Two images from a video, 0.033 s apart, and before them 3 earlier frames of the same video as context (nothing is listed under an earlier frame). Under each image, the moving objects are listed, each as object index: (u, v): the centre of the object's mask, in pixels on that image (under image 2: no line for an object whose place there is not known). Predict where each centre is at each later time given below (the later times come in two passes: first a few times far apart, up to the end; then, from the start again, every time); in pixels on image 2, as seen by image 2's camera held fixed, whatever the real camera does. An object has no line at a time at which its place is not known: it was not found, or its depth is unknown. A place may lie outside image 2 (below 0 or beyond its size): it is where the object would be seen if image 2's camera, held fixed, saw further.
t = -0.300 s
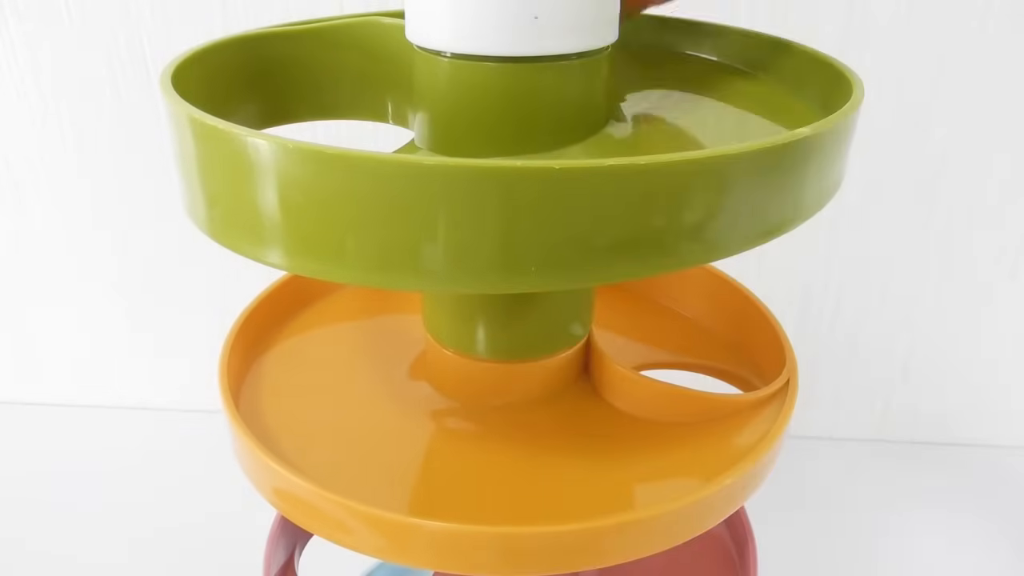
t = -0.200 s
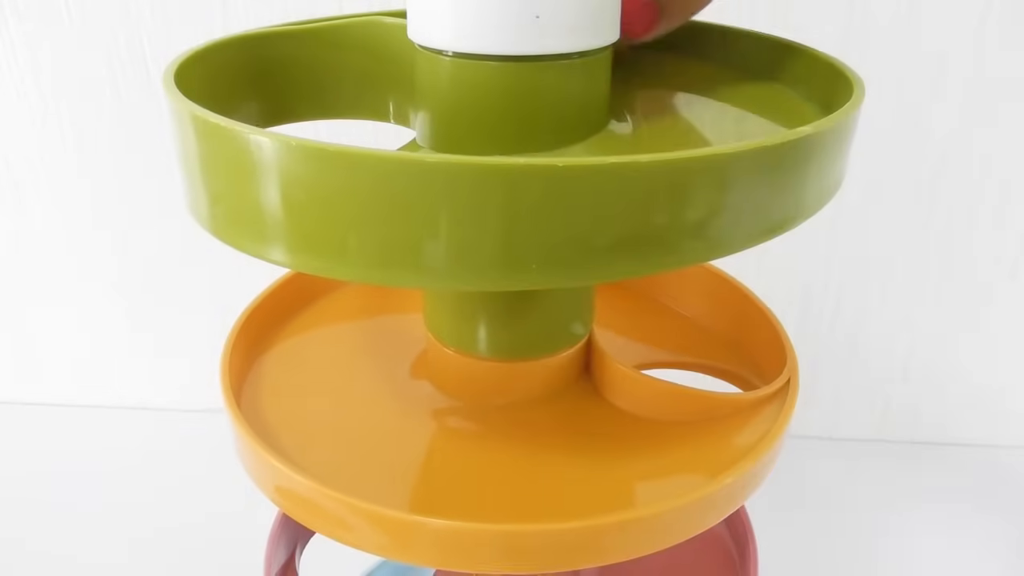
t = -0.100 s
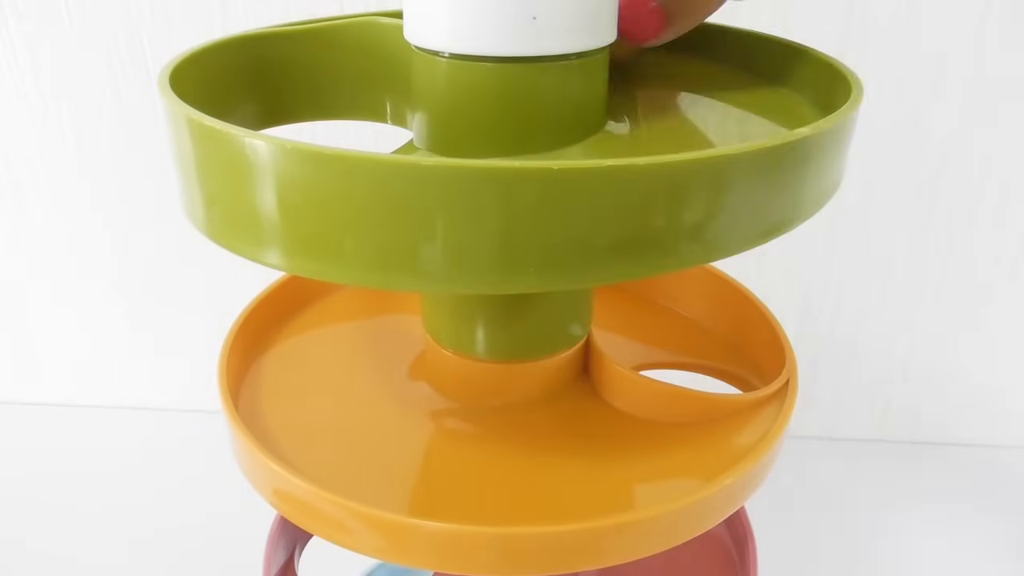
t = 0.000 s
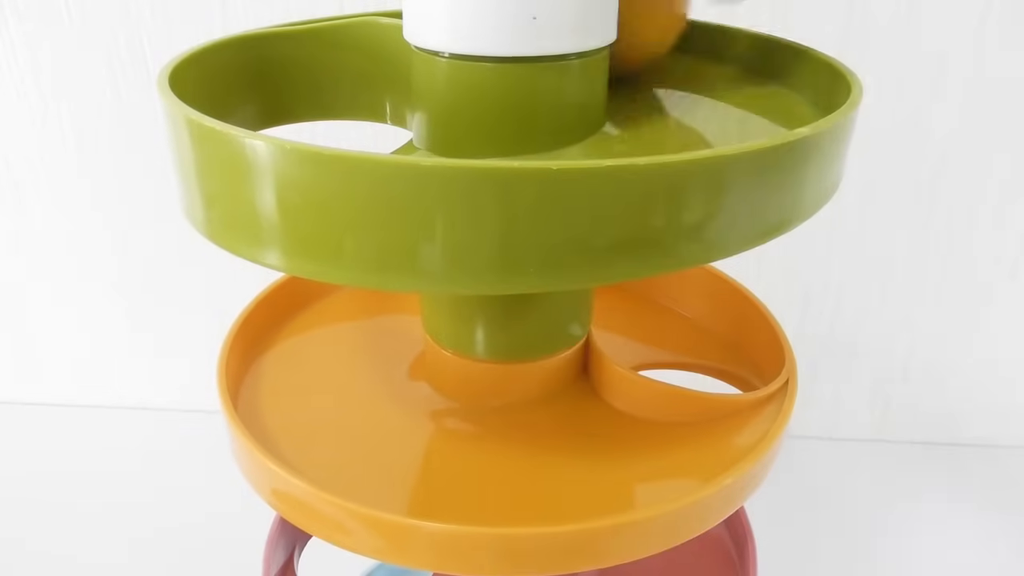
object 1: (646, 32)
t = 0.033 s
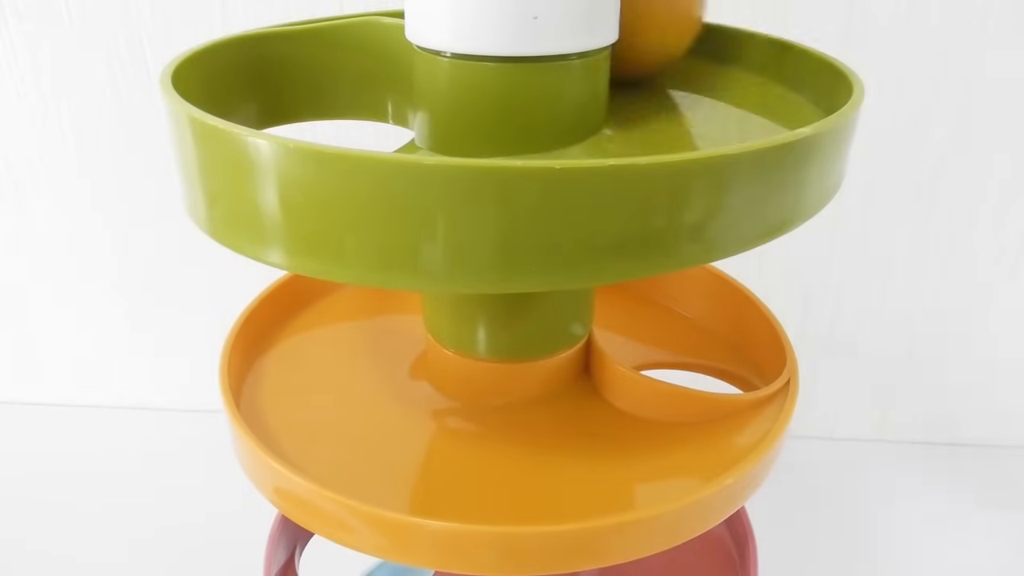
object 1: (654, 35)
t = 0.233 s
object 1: (703, 47)
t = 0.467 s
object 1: (738, 67)
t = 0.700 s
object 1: (531, 82)
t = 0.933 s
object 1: (301, 69)
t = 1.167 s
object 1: (322, 318)
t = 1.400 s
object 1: (371, 310)
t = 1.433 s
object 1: (381, 309)
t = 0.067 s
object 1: (661, 38)
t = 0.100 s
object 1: (669, 41)
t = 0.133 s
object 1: (677, 41)
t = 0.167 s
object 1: (684, 44)
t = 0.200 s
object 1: (692, 46)
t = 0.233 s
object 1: (703, 47)
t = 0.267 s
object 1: (715, 49)
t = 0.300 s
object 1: (726, 53)
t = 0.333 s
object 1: (737, 57)
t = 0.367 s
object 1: (747, 61)
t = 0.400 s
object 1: (753, 63)
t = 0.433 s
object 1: (747, 65)
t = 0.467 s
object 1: (738, 67)
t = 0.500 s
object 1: (727, 69)
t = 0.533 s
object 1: (709, 71)
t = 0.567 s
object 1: (684, 75)
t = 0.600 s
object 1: (652, 77)
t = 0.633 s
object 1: (617, 79)
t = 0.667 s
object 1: (576, 81)
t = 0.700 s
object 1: (531, 82)
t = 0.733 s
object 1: (485, 81)
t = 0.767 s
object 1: (442, 80)
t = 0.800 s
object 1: (402, 78)
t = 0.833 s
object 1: (368, 77)
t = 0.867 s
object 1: (340, 74)
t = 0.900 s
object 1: (317, 72)
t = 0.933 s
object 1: (301, 69)
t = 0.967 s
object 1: (290, 67)
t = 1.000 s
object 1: (287, 66)
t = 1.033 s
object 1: (286, 66)
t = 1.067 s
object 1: (290, 67)
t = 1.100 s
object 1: (308, 80)
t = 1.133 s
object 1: (334, 110)
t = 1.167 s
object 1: (322, 318)
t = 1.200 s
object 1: (329, 307)
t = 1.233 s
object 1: (338, 311)
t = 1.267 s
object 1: (346, 317)
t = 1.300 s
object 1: (350, 316)
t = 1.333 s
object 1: (356, 315)
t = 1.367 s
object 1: (363, 313)
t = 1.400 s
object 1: (371, 310)
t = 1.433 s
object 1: (381, 309)
